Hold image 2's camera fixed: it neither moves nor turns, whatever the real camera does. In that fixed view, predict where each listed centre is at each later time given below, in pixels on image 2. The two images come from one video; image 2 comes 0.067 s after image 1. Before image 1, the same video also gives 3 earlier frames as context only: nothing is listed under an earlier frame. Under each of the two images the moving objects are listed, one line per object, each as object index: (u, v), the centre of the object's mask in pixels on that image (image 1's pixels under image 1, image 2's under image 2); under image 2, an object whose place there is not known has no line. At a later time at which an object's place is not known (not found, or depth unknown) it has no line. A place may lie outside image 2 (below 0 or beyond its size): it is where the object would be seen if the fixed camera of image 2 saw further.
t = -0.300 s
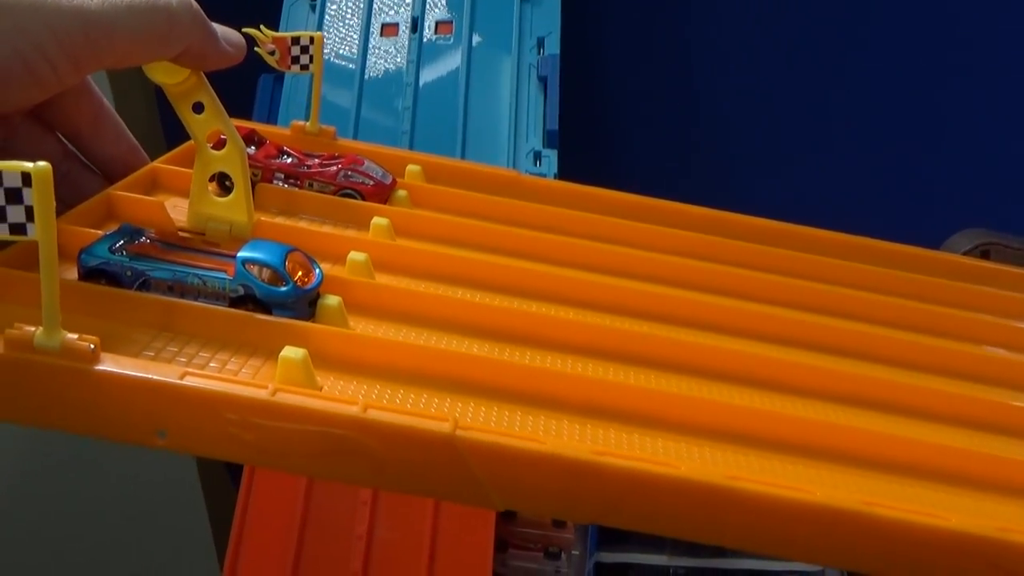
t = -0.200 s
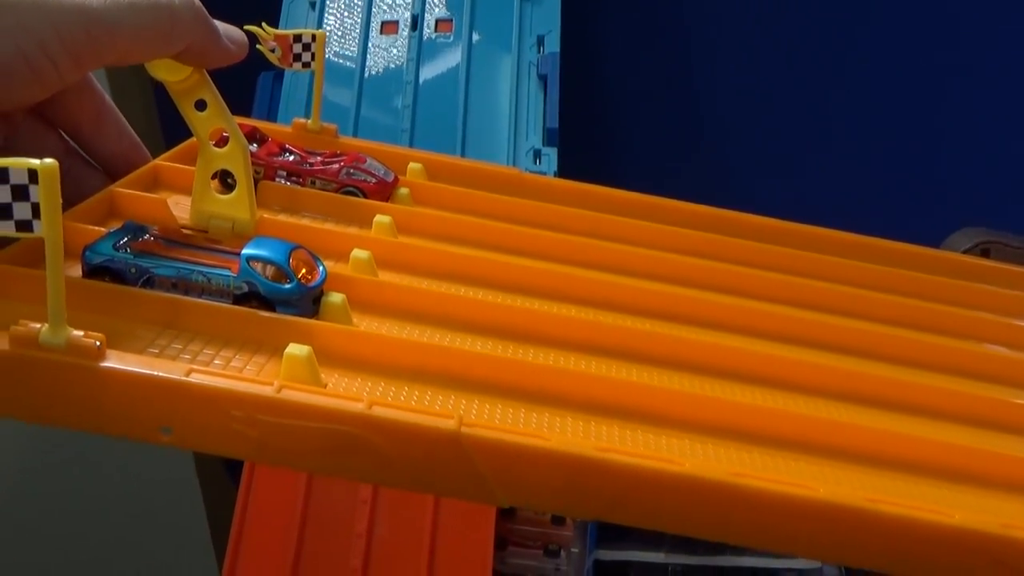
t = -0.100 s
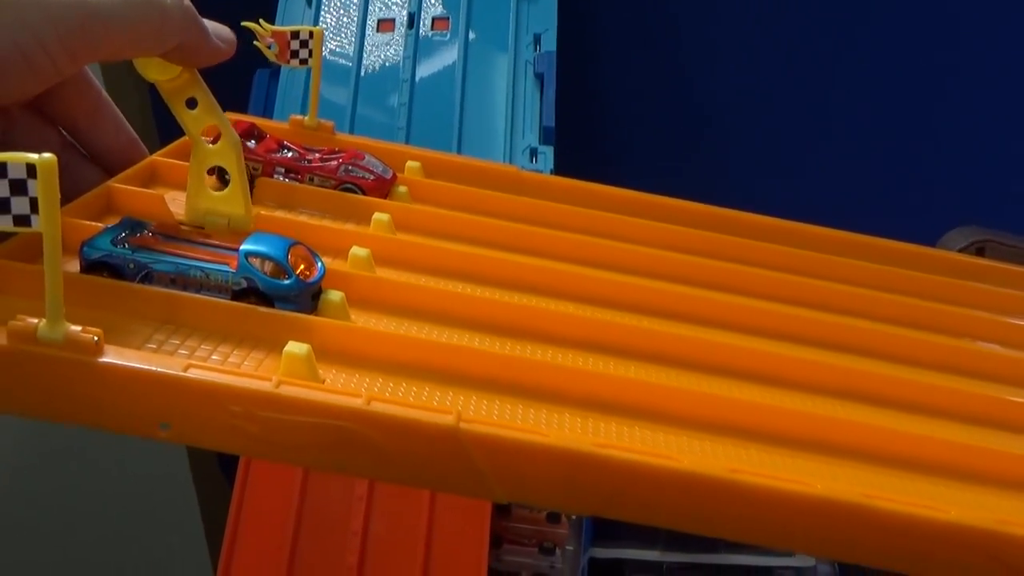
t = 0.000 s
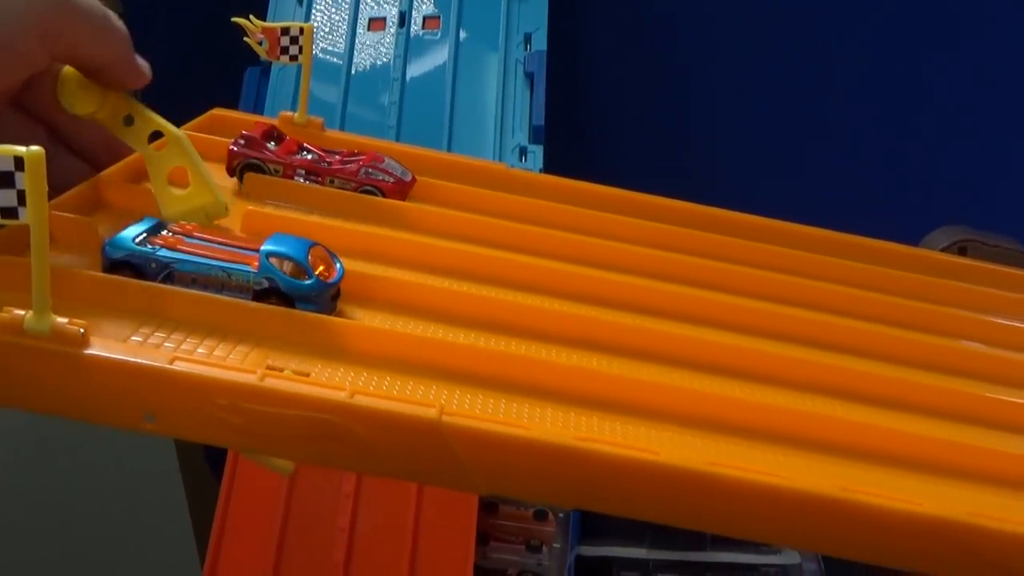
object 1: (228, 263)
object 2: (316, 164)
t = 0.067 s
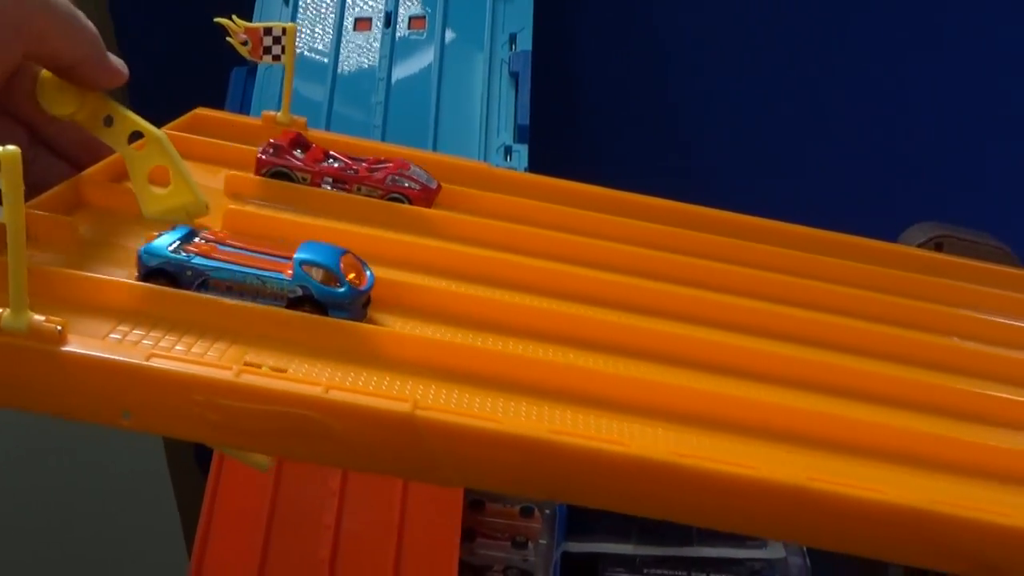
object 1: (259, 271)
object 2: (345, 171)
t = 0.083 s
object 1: (276, 273)
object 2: (359, 174)
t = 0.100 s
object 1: (295, 278)
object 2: (374, 177)
